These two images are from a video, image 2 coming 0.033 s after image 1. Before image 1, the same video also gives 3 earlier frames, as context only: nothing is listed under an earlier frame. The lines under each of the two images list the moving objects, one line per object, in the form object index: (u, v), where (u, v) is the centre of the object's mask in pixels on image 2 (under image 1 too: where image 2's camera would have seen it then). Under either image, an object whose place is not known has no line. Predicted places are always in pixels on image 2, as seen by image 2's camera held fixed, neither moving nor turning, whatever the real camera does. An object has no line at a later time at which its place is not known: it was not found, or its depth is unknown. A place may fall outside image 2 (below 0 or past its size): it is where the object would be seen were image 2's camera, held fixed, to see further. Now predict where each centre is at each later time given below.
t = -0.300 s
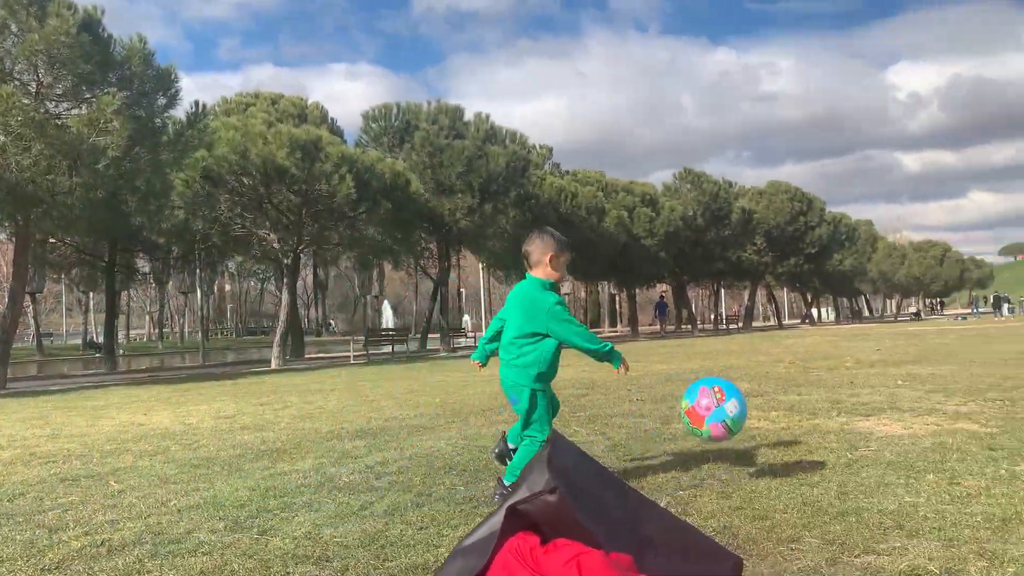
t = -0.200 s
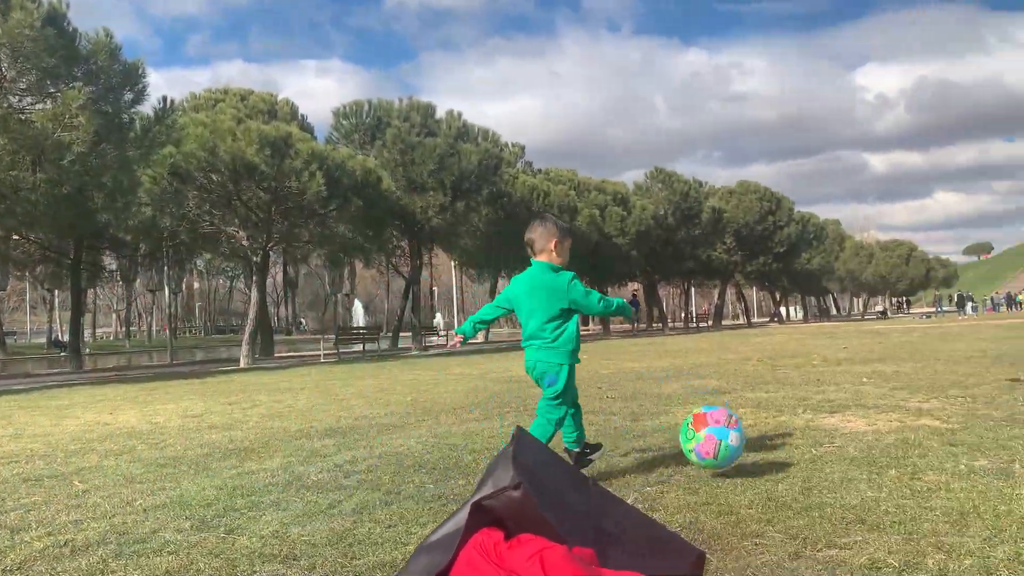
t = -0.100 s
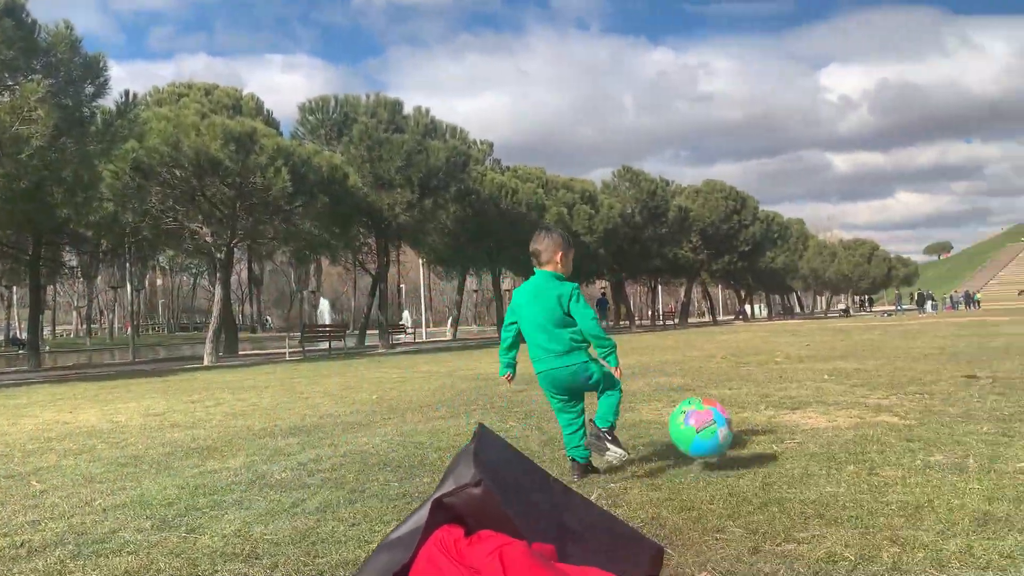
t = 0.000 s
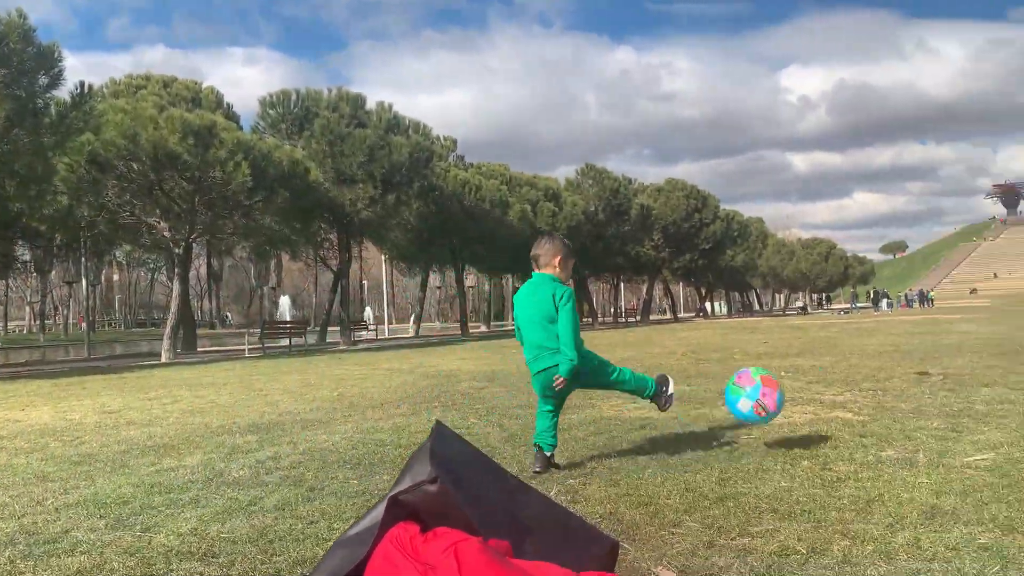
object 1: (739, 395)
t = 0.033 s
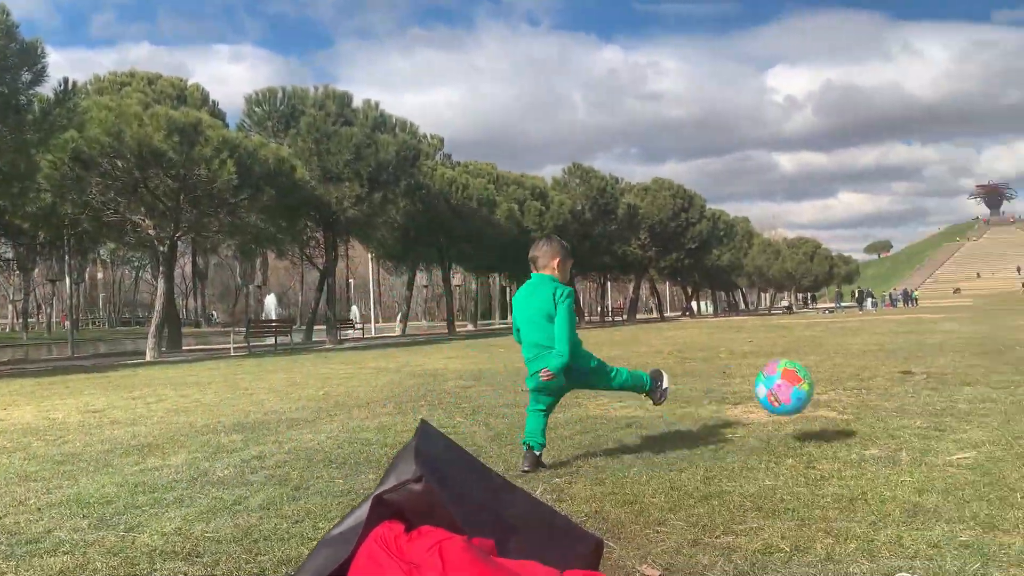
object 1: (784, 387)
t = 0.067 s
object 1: (826, 383)
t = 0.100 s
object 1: (863, 382)
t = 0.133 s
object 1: (898, 384)
